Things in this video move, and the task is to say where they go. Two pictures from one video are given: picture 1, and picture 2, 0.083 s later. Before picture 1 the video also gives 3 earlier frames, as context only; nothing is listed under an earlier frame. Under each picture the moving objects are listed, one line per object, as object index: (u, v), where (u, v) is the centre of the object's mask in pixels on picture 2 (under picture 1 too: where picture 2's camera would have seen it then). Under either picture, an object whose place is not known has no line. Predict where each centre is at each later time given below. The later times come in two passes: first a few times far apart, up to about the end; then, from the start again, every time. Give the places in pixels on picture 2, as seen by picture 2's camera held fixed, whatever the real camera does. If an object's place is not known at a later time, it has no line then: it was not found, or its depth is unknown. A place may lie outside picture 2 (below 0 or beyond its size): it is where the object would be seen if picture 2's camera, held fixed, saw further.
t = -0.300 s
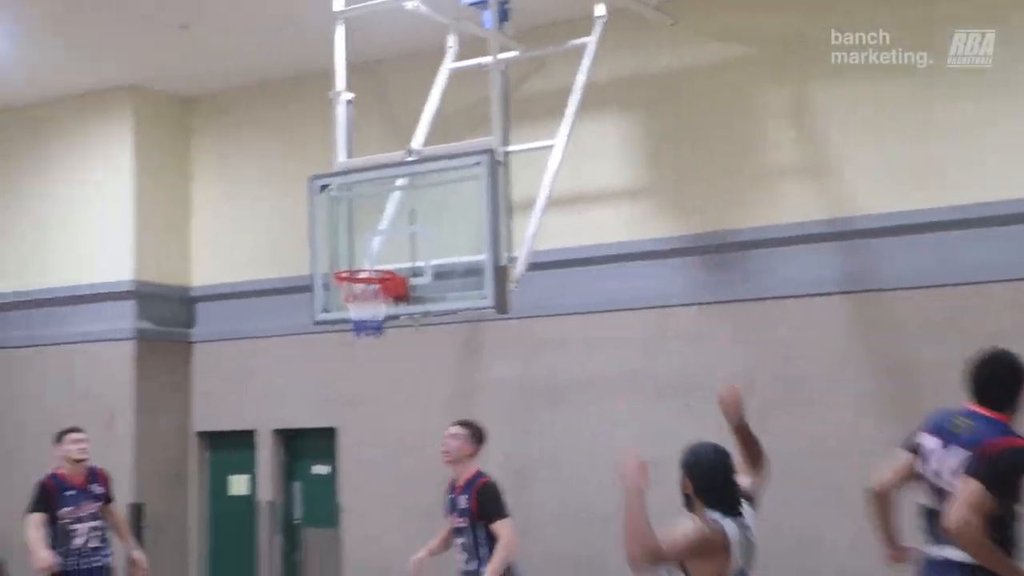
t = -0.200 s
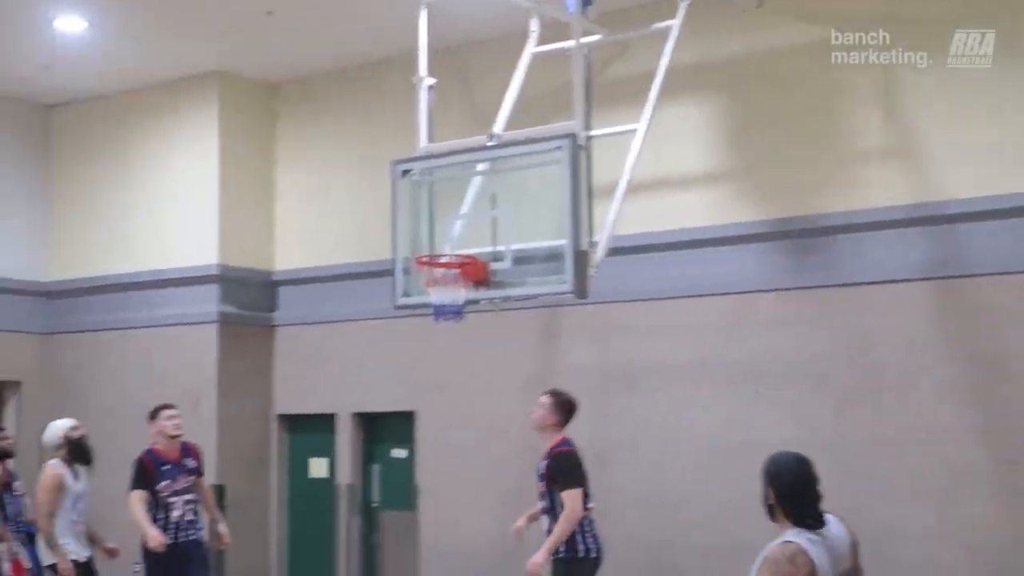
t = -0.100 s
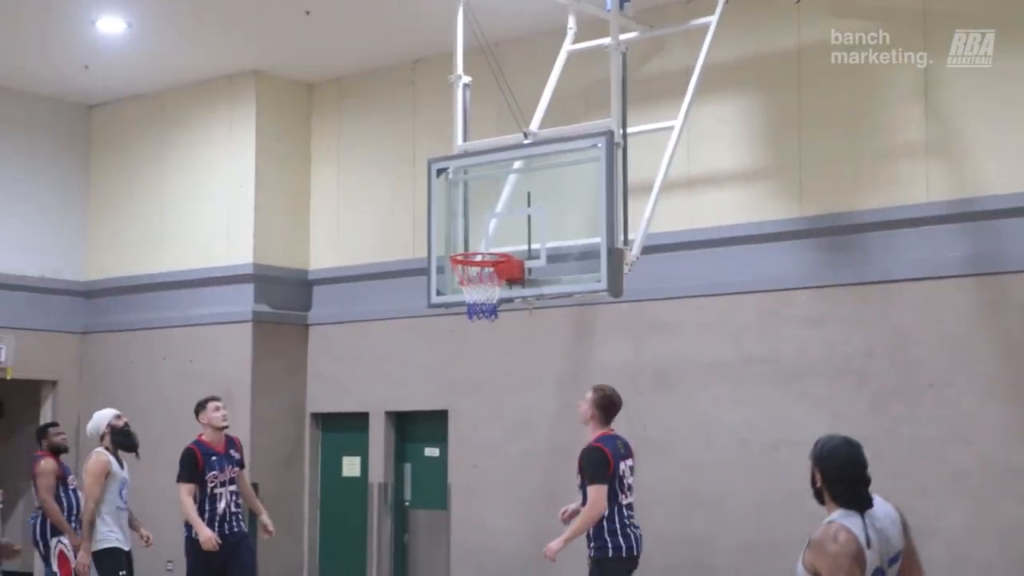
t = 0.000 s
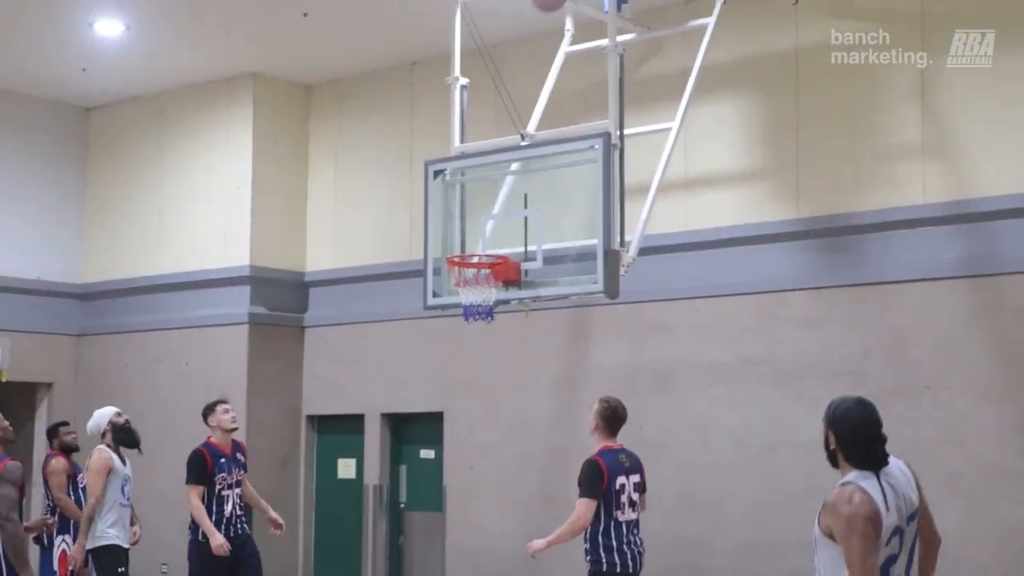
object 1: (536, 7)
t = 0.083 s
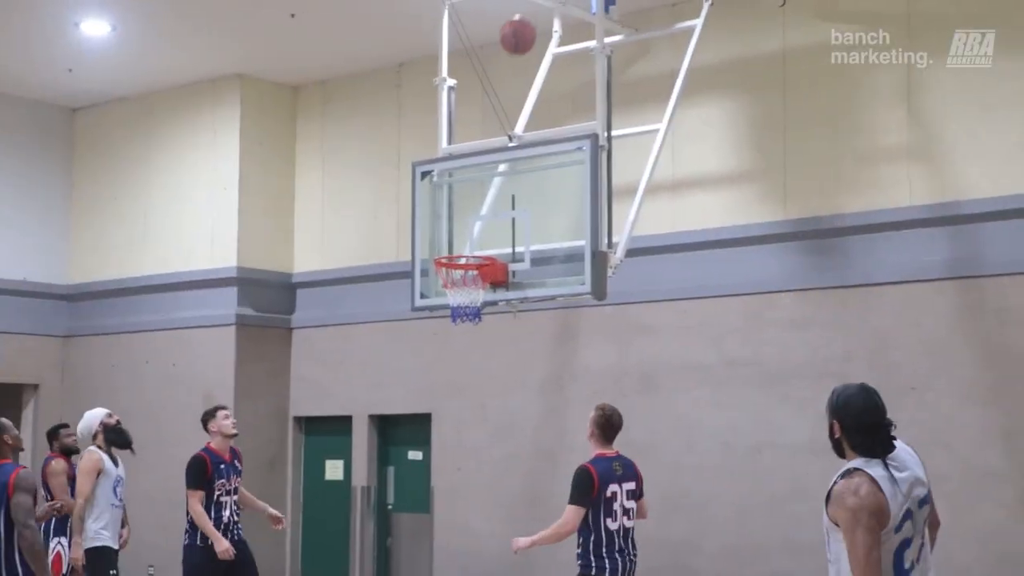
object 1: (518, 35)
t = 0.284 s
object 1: (481, 161)
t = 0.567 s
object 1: (459, 307)
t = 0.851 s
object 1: (468, 425)
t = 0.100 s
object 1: (515, 44)
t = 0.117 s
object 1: (511, 54)
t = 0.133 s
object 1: (508, 63)
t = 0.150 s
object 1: (505, 73)
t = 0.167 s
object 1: (501, 83)
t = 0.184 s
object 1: (498, 93)
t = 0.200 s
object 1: (495, 104)
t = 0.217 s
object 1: (492, 114)
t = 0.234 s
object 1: (489, 125)
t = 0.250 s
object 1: (486, 137)
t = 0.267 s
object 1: (484, 148)
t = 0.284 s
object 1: (481, 161)
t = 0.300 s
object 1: (478, 171)
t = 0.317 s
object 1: (475, 183)
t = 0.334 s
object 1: (472, 195)
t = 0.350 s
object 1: (470, 207)
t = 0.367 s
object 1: (467, 220)
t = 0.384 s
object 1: (465, 233)
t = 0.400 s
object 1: (462, 243)
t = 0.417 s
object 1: (460, 254)
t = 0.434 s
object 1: (457, 274)
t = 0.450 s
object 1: (454, 279)
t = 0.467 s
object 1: (455, 282)
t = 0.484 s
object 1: (456, 295)
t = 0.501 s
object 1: (456, 294)
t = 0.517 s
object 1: (457, 296)
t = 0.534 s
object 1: (457, 300)
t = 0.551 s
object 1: (458, 303)
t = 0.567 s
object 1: (459, 307)
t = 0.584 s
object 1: (460, 312)
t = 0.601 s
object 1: (461, 316)
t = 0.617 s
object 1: (461, 321)
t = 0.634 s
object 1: (462, 326)
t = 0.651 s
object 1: (463, 332)
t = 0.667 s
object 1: (463, 338)
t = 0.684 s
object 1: (463, 345)
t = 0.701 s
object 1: (464, 351)
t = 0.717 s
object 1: (465, 358)
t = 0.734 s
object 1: (465, 365)
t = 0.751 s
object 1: (466, 373)
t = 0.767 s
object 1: (465, 381)
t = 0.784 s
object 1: (466, 389)
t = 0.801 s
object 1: (467, 398)
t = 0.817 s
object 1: (467, 407)
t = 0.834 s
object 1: (468, 416)
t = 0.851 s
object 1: (468, 425)
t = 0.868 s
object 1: (469, 435)
